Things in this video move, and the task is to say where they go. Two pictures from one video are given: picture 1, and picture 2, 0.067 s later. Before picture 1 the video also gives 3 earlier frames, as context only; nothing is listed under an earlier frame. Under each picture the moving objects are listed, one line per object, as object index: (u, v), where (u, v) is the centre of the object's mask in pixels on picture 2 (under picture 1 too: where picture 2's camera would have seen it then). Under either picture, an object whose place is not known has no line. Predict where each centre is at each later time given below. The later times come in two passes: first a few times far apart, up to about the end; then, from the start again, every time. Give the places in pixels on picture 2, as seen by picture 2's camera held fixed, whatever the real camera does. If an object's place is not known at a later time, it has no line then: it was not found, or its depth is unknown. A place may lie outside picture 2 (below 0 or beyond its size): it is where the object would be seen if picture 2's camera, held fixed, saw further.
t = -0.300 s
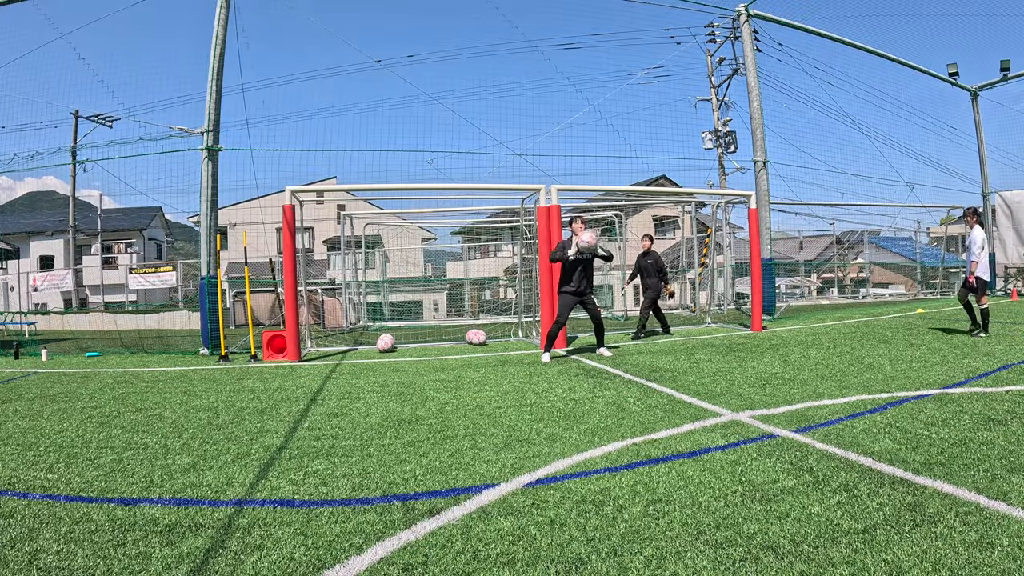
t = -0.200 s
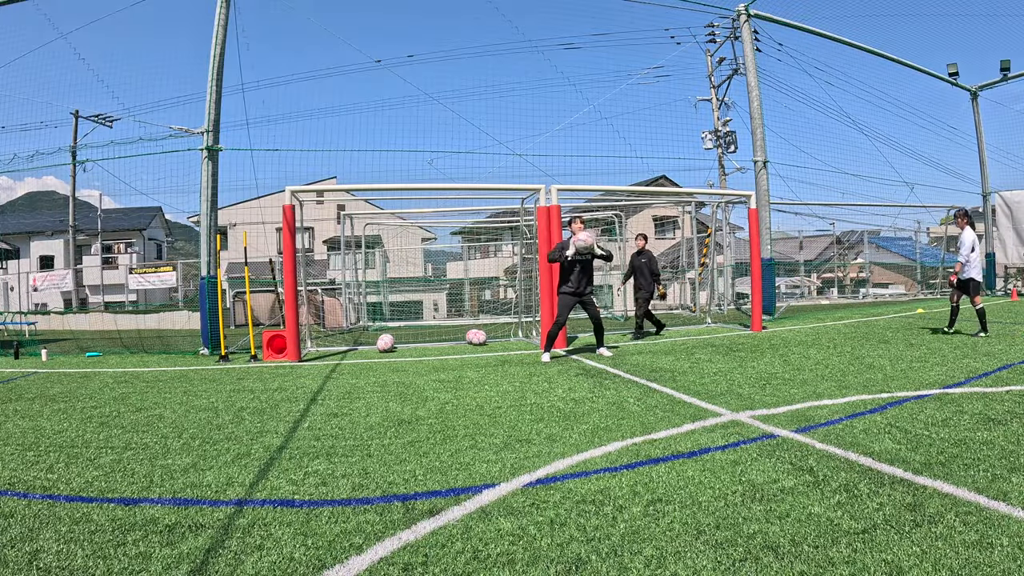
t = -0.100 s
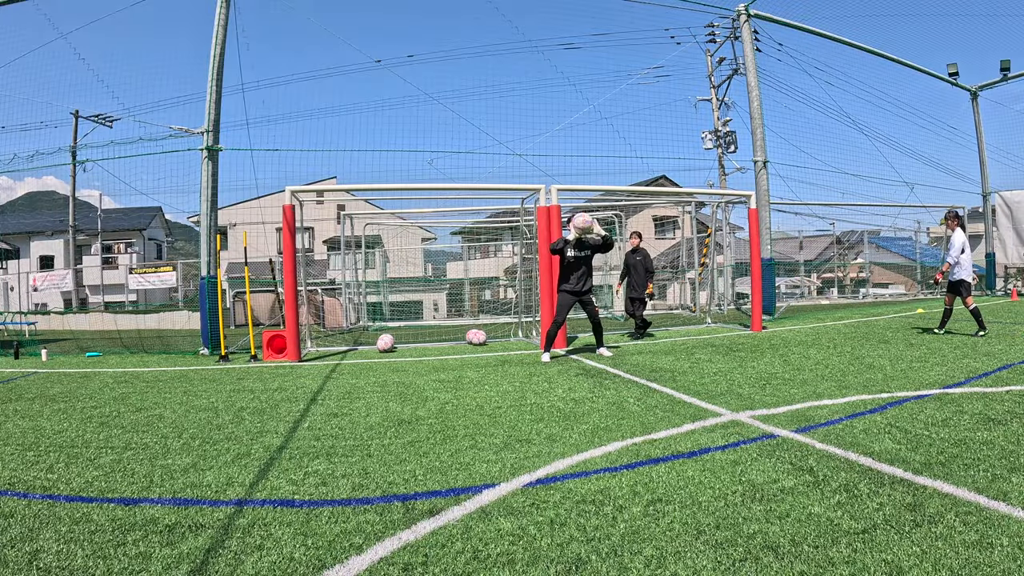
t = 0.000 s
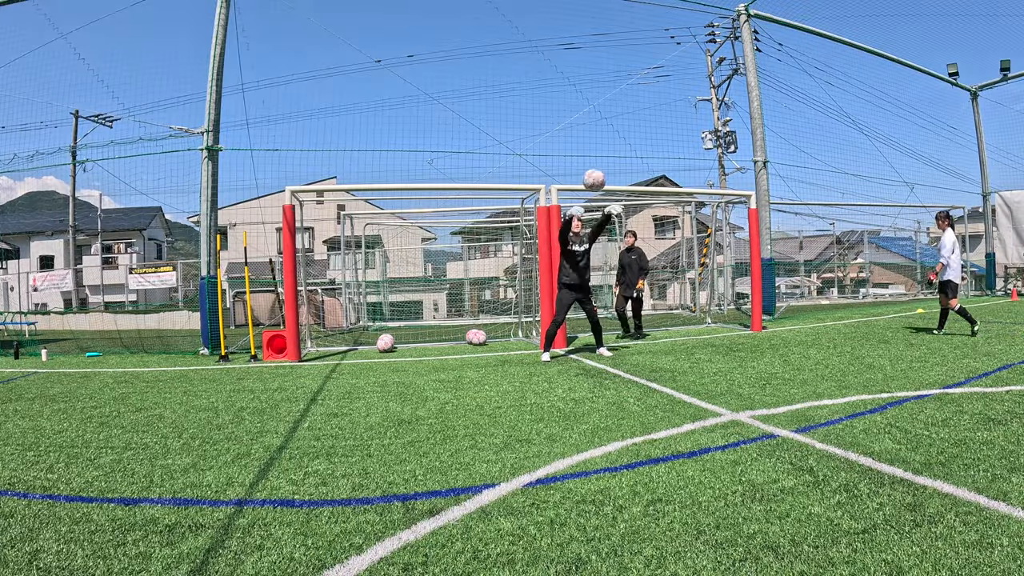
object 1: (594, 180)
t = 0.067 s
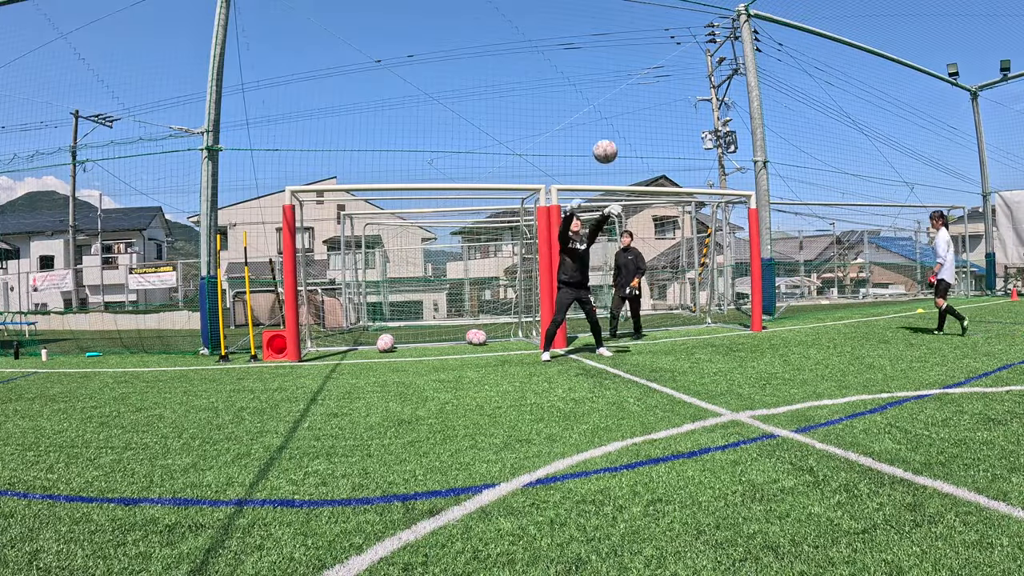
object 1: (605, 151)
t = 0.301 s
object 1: (656, 64)
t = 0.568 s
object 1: (770, 14)
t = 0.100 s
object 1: (611, 137)
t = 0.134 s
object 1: (617, 124)
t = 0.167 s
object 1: (624, 111)
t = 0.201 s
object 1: (631, 98)
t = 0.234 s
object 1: (638, 86)
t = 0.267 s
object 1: (647, 74)
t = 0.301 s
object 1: (656, 64)
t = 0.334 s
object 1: (666, 54)
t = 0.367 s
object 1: (676, 44)
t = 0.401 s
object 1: (688, 36)
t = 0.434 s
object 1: (701, 28)
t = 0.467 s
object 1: (715, 21)
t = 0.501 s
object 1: (732, 17)
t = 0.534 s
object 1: (749, 15)
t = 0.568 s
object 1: (770, 14)
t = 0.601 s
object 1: (792, 14)
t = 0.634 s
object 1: (818, 16)
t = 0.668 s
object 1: (846, 19)
